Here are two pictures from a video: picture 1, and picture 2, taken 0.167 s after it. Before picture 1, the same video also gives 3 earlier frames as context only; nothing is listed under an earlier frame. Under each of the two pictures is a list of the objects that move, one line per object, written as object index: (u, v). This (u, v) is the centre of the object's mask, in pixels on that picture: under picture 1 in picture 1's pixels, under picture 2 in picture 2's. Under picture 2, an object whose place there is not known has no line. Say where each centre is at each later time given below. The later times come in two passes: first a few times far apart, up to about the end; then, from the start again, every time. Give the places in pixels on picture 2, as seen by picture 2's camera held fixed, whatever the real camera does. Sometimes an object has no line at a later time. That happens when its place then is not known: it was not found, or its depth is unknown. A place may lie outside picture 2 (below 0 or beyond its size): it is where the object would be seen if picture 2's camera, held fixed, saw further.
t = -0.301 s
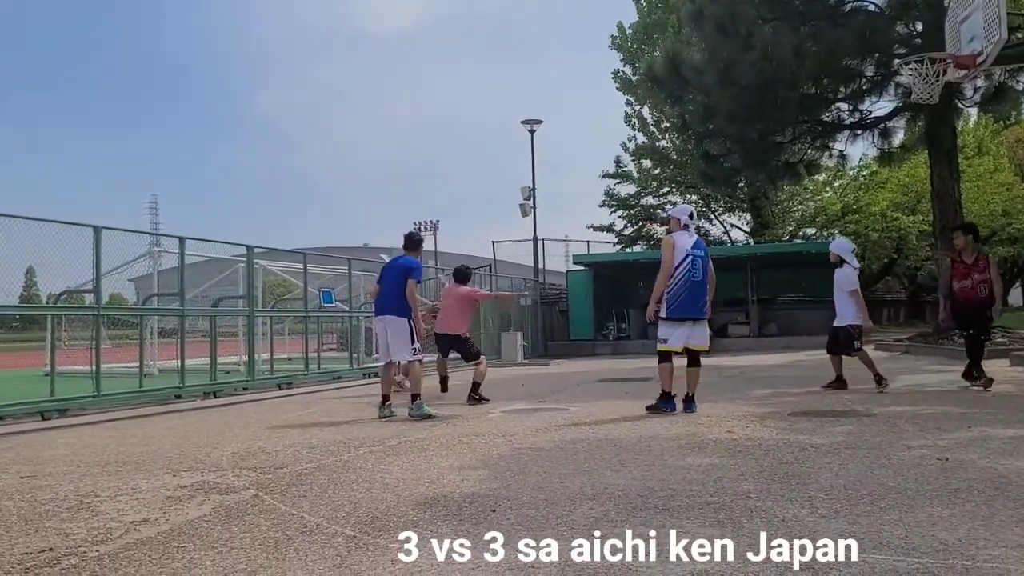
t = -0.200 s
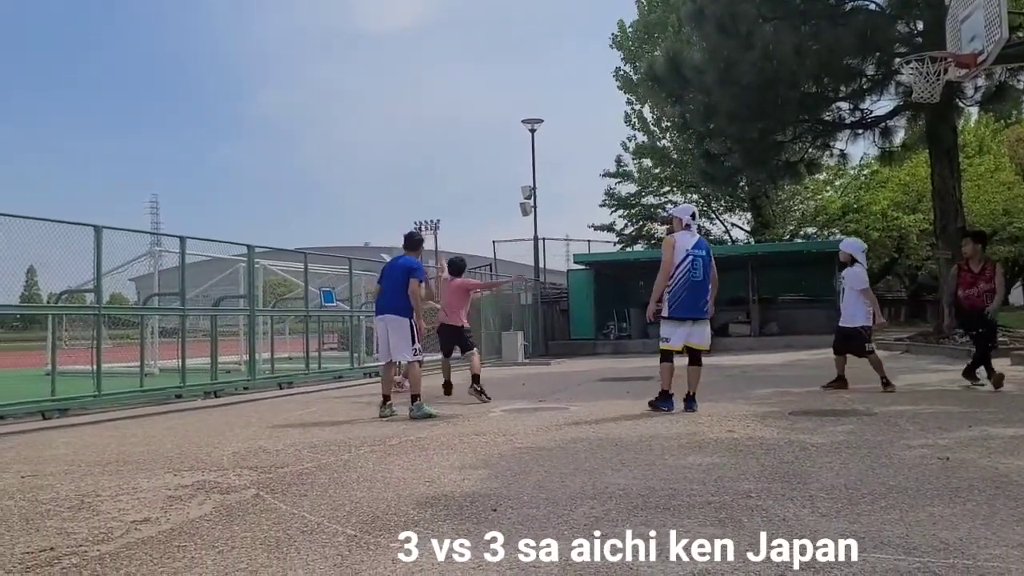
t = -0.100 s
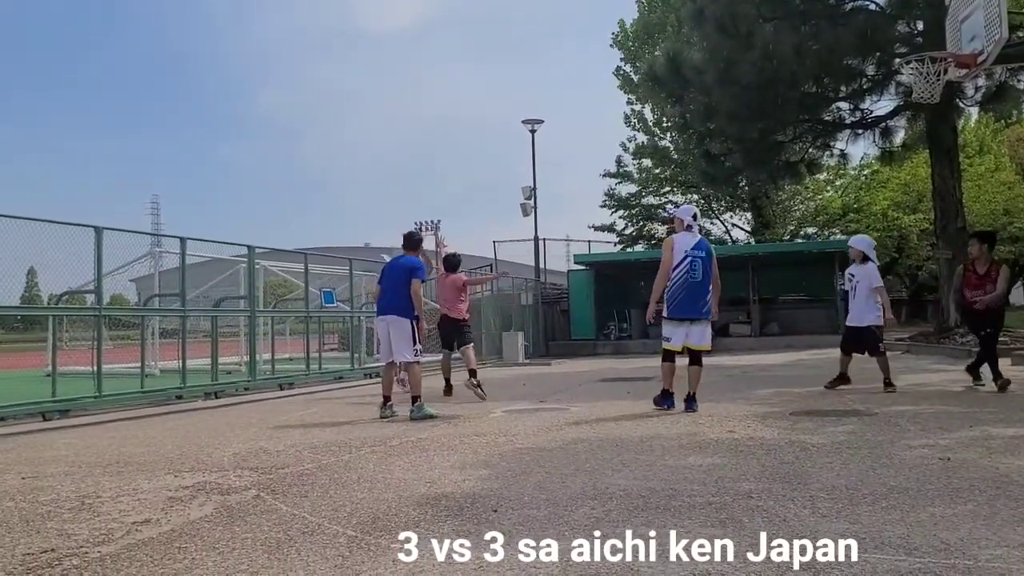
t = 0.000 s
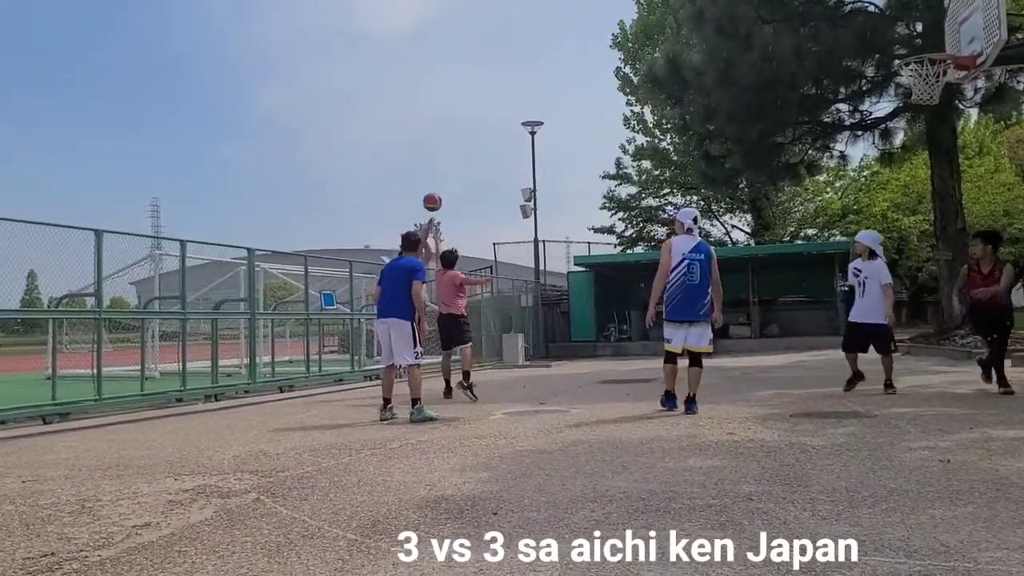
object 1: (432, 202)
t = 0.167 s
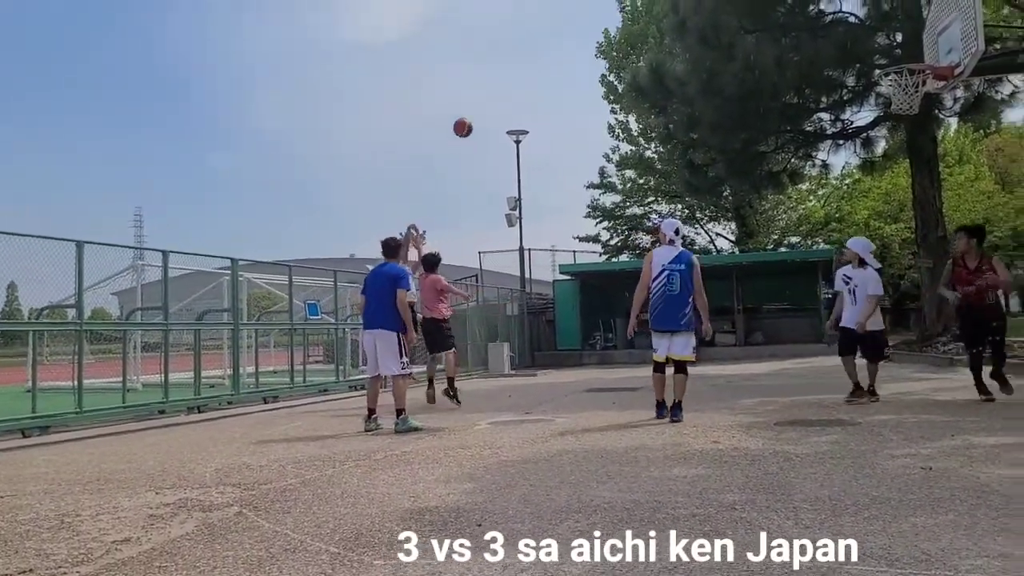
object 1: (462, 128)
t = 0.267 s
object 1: (492, 85)
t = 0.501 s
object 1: (569, 11)
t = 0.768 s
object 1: (671, -25)
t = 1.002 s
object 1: (781, -1)
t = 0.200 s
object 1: (472, 113)
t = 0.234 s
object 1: (482, 99)
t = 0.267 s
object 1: (492, 85)
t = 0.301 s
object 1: (503, 73)
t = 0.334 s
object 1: (513, 60)
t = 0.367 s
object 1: (524, 49)
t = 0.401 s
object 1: (535, 38)
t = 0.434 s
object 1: (546, 29)
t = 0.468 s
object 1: (558, 19)
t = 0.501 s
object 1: (569, 11)
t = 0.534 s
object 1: (581, 3)
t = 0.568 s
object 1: (593, -3)
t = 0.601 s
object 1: (606, -9)
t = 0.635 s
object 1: (619, -14)
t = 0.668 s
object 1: (631, -18)
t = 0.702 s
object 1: (644, -21)
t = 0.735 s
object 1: (658, -22)
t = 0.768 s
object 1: (671, -25)
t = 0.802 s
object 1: (686, -25)
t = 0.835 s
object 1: (701, -24)
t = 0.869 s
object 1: (716, -21)
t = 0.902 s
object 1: (732, -18)
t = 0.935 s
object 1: (748, -13)
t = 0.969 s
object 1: (765, -7)
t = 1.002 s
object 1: (781, -1)
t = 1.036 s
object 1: (798, 7)
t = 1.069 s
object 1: (816, 17)
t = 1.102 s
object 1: (833, 28)
